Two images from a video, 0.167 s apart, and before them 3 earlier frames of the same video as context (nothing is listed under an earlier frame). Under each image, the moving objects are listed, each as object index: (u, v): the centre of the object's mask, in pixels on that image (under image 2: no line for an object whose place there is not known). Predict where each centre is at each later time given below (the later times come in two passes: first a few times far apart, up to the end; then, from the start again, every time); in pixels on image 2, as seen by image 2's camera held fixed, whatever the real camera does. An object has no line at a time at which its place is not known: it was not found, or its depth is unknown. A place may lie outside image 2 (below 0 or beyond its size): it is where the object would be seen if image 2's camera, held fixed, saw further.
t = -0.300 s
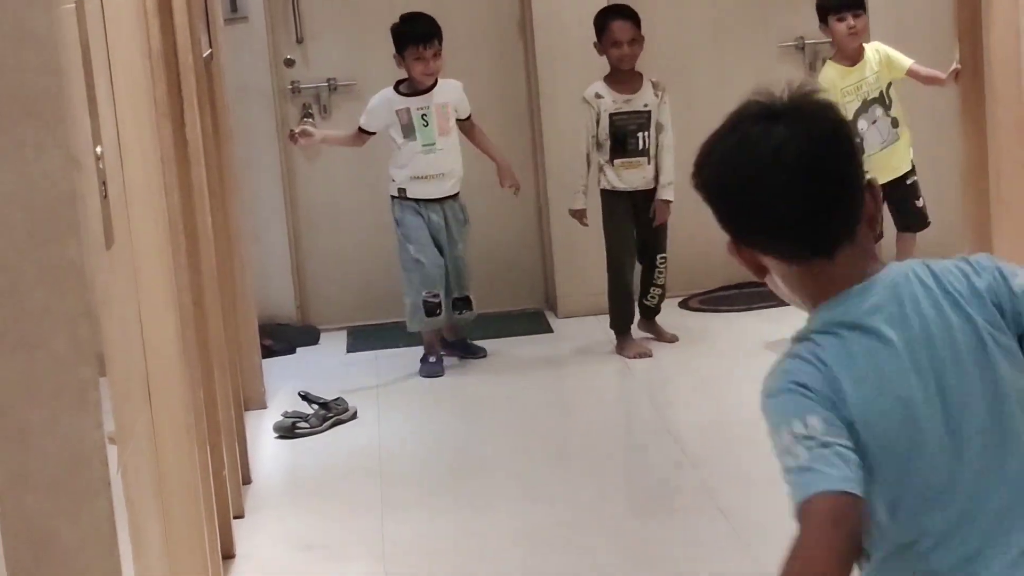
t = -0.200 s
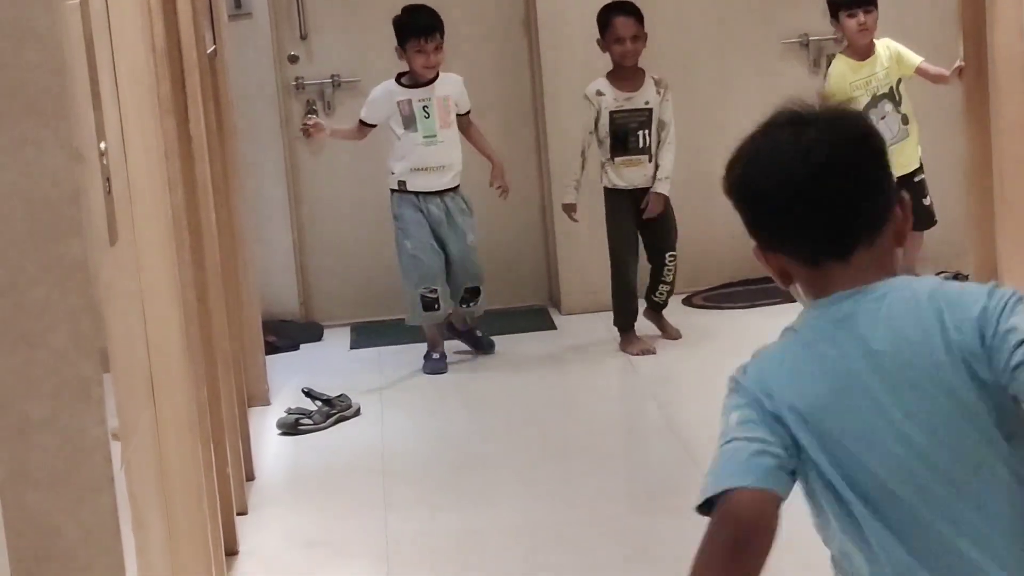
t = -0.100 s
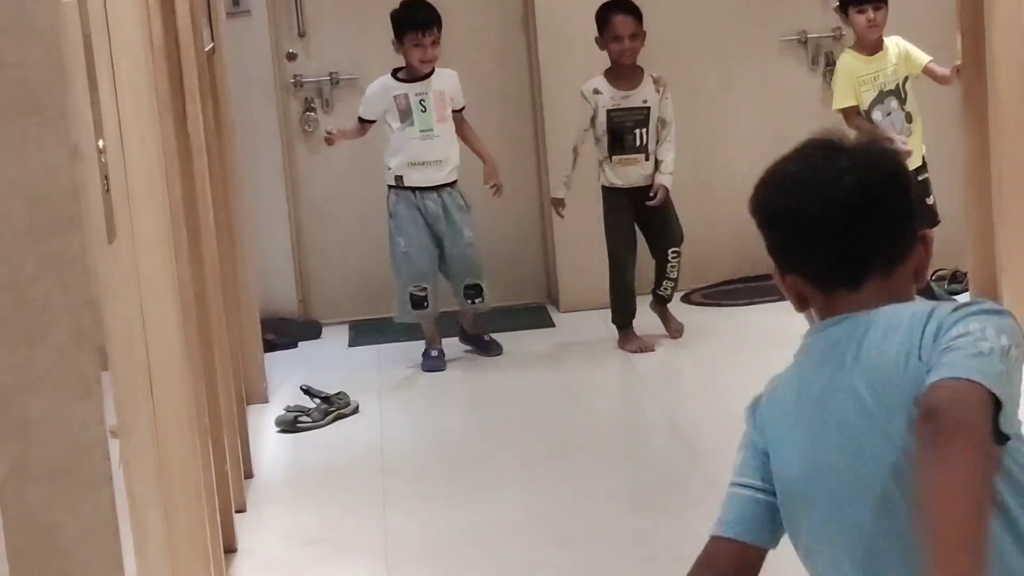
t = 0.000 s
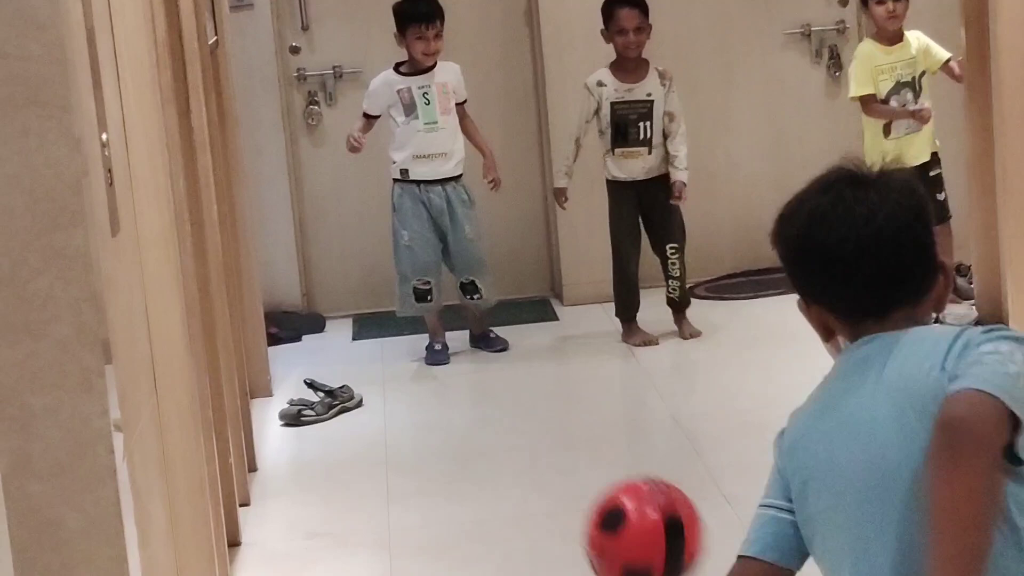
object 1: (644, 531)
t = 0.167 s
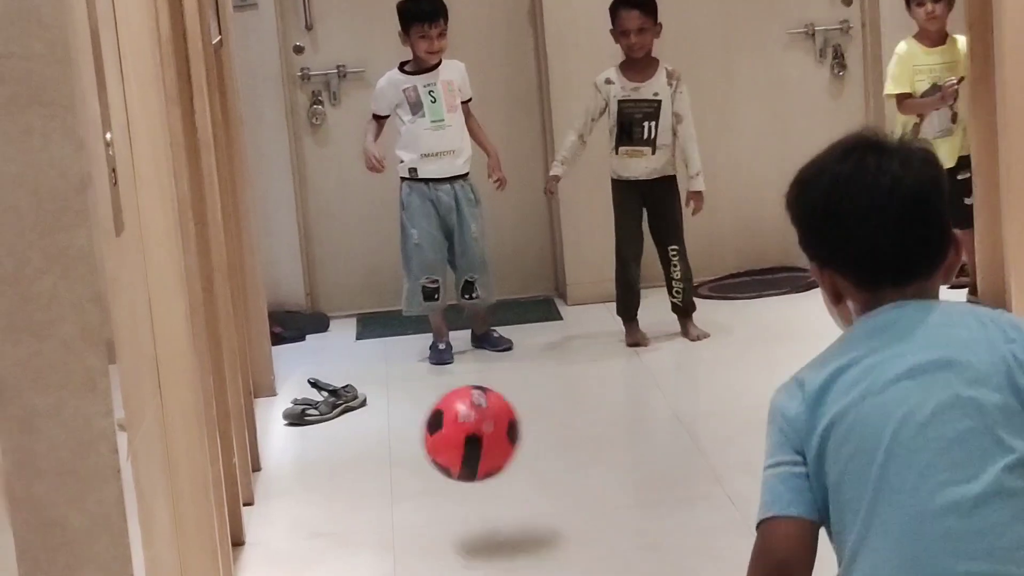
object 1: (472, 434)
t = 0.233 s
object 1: (417, 436)
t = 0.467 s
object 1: (292, 353)
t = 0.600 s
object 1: (330, 334)
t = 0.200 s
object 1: (443, 433)
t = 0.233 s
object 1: (417, 436)
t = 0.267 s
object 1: (395, 445)
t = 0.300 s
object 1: (376, 436)
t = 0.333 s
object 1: (357, 408)
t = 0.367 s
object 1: (338, 389)
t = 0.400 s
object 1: (321, 375)
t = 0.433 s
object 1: (306, 361)
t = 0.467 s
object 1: (292, 353)
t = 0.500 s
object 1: (279, 350)
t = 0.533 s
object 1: (284, 346)
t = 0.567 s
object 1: (305, 339)
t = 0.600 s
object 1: (330, 334)
